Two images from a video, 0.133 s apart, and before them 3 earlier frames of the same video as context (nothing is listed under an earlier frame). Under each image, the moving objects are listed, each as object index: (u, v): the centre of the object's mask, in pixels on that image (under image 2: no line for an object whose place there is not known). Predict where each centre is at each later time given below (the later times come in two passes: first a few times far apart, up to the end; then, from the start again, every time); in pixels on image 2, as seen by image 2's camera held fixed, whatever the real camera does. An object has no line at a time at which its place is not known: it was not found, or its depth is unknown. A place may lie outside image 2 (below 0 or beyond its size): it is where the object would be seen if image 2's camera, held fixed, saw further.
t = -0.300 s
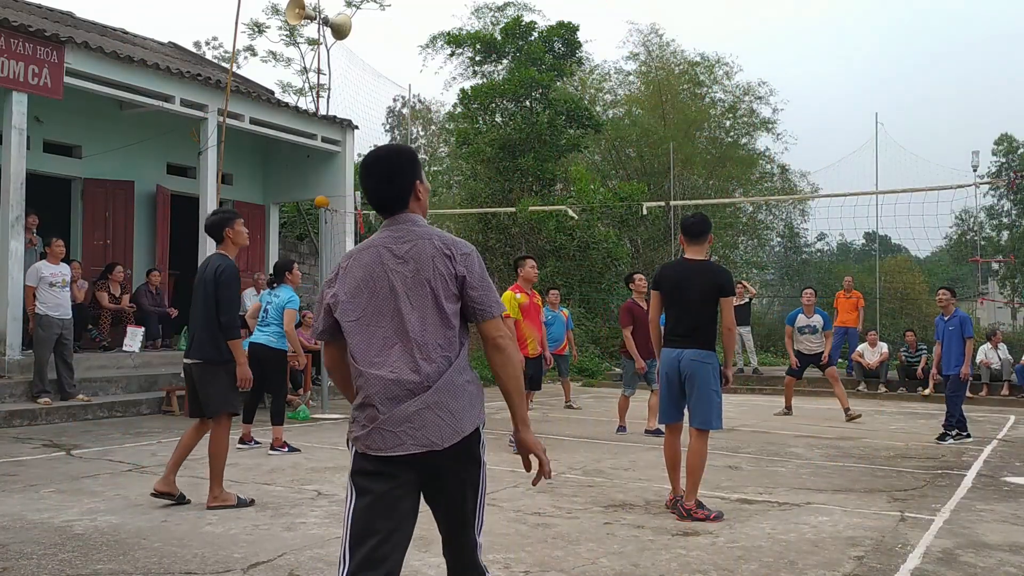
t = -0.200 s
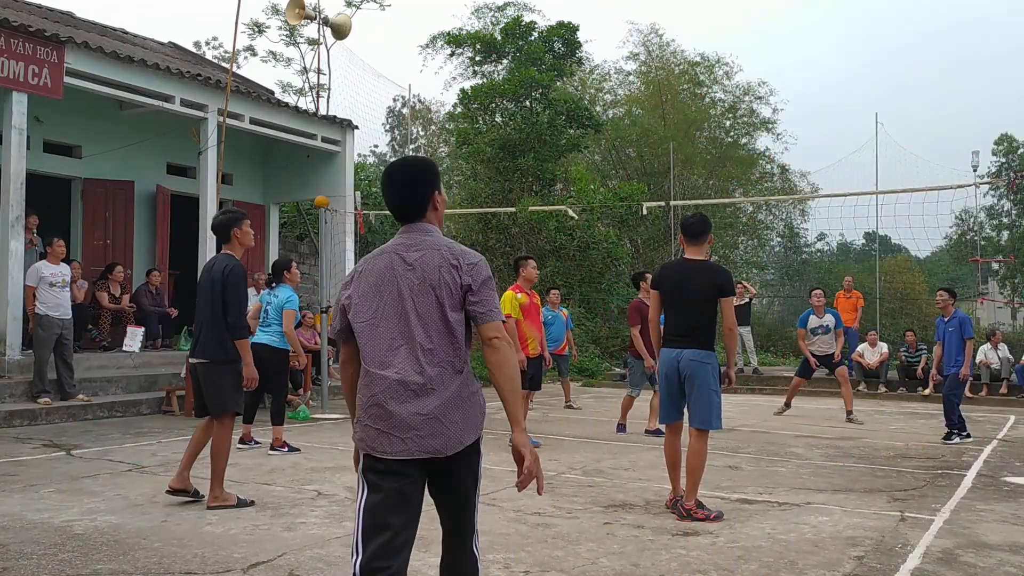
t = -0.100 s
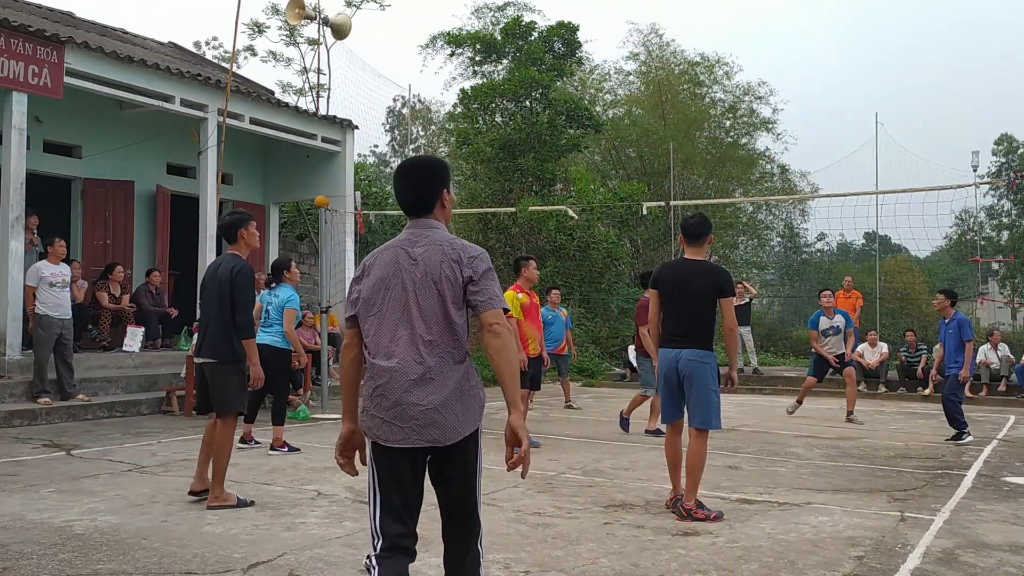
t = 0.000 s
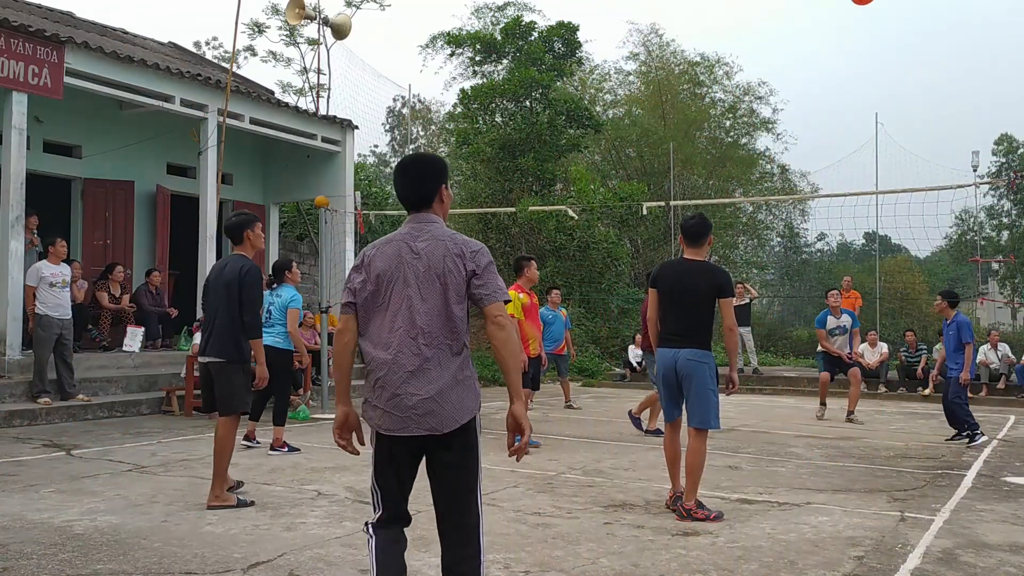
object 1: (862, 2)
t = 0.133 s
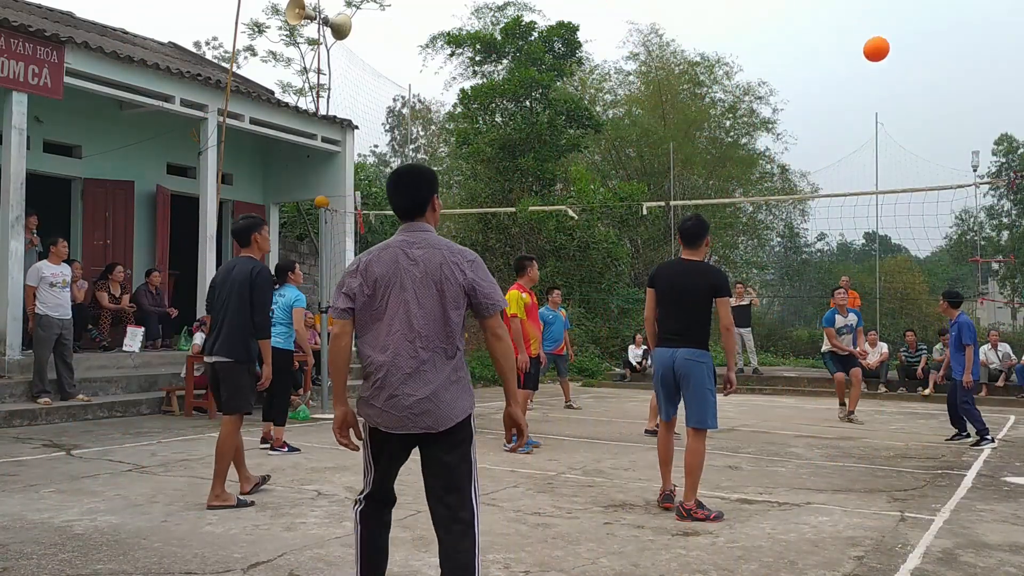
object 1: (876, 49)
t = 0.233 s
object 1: (884, 97)
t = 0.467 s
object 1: (898, 219)
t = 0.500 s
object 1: (899, 238)
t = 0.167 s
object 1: (879, 65)
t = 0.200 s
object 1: (882, 81)
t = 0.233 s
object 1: (884, 97)
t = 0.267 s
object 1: (887, 114)
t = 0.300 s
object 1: (889, 131)
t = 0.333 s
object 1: (891, 148)
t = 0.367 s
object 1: (893, 166)
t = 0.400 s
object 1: (894, 182)
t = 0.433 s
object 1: (896, 202)
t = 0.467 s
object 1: (898, 219)
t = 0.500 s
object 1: (899, 238)
